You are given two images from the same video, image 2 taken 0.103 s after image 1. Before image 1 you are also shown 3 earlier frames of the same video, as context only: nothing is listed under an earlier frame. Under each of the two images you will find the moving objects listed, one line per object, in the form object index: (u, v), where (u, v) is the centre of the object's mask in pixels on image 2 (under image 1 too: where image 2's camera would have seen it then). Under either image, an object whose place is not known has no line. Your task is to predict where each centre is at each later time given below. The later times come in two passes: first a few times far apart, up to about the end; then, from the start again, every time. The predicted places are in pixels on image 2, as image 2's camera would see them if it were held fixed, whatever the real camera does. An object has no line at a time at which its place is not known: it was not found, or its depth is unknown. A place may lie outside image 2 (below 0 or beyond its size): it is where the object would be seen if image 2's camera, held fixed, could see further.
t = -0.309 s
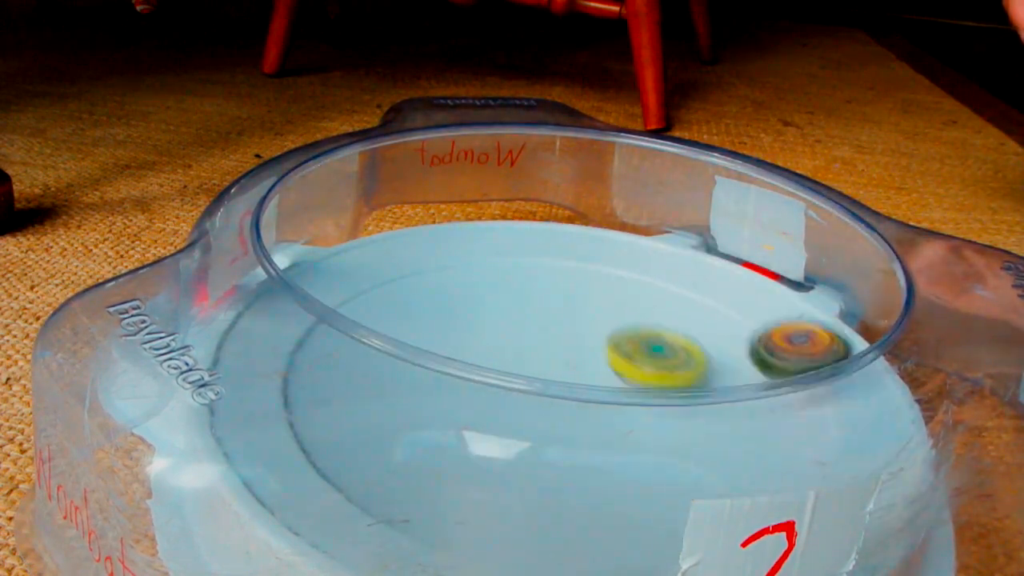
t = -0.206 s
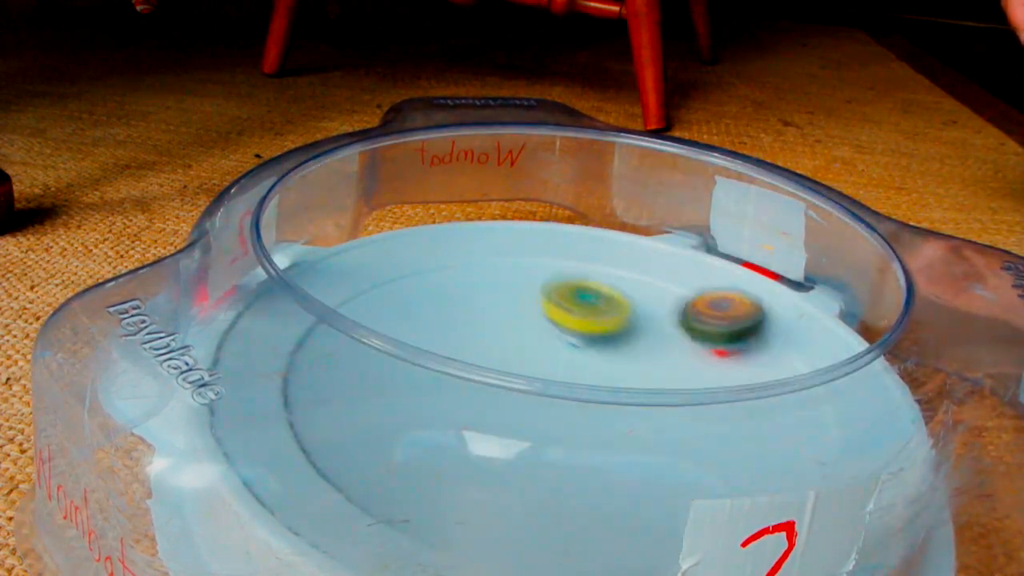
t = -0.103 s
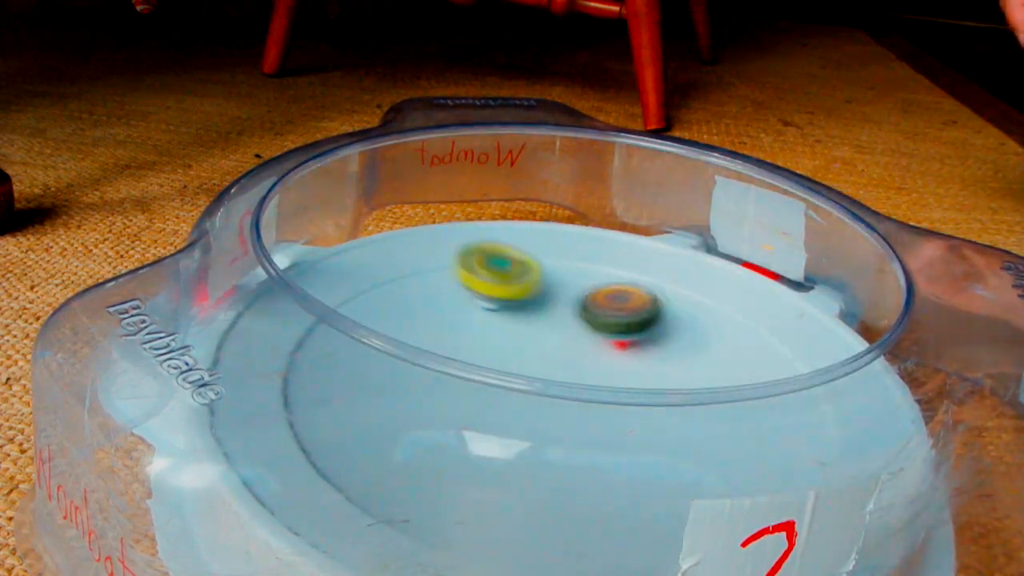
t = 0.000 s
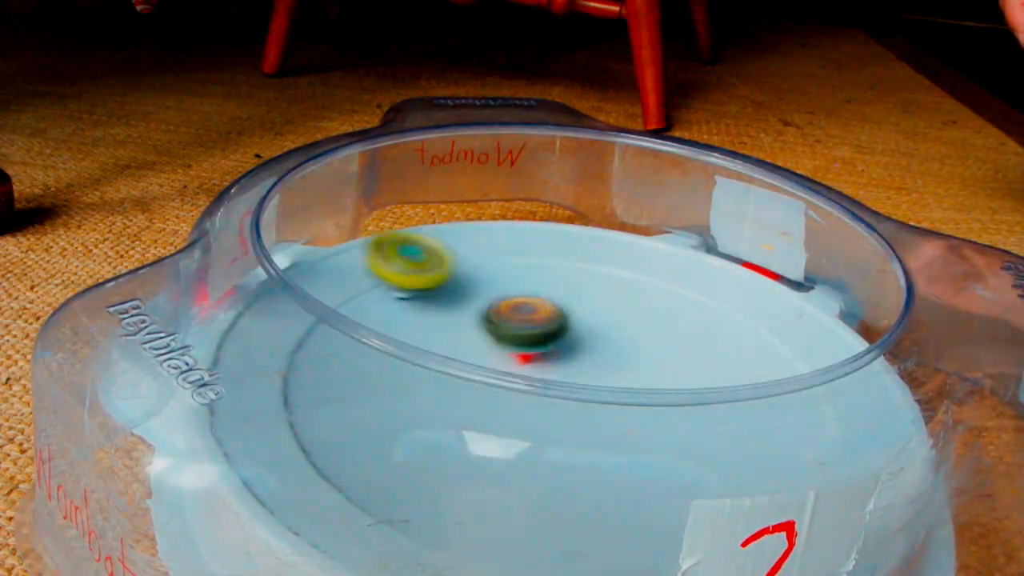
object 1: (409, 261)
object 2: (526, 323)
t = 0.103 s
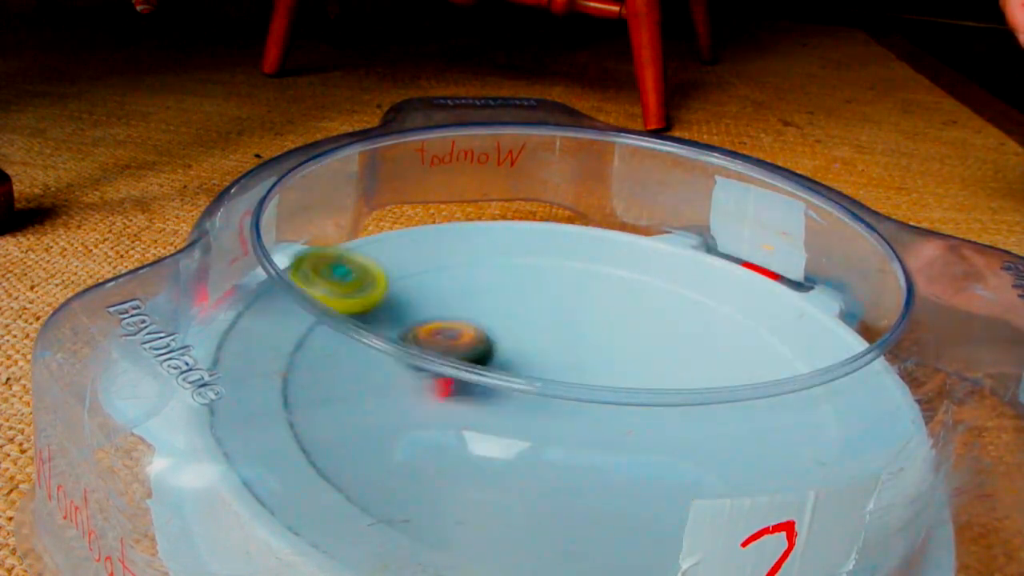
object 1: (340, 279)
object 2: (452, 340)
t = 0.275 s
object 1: (319, 354)
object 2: (431, 453)
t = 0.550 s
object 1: (611, 367)
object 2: (753, 467)
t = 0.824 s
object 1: (572, 238)
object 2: (618, 327)
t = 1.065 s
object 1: (428, 253)
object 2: (431, 354)
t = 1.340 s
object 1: (540, 346)
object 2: (483, 467)
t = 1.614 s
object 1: (705, 307)
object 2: (636, 391)
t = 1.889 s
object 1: (649, 290)
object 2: (503, 291)
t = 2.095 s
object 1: (646, 354)
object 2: (380, 299)
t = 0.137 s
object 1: (337, 288)
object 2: (421, 368)
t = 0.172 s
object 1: (318, 319)
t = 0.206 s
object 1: (311, 327)
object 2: (412, 406)
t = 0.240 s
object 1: (307, 341)
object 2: (422, 434)
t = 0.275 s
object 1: (319, 354)
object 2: (431, 453)
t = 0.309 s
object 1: (343, 372)
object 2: (457, 477)
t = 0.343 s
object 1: (373, 388)
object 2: (498, 494)
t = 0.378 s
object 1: (413, 405)
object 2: (536, 505)
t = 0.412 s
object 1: (448, 410)
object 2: (580, 515)
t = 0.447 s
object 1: (533, 419)
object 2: (652, 509)
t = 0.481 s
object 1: (563, 408)
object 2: (693, 489)
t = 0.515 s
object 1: (594, 388)
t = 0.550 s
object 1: (611, 367)
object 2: (753, 467)
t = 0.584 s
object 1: (626, 357)
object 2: (766, 456)
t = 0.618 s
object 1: (639, 324)
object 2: (757, 423)
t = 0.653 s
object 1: (639, 305)
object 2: (742, 405)
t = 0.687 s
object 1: (633, 289)
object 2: (720, 385)
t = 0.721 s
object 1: (622, 273)
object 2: (695, 363)
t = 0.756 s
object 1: (609, 258)
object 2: (671, 352)
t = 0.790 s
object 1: (591, 246)
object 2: (646, 340)
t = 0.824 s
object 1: (572, 238)
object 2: (618, 327)
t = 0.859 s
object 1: (549, 234)
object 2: (592, 319)
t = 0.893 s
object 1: (527, 234)
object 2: (562, 309)
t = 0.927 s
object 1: (504, 240)
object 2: (533, 301)
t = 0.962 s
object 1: (485, 234)
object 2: (506, 312)
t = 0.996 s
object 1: (465, 236)
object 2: (479, 329)
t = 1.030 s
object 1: (444, 247)
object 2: (455, 339)
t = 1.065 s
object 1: (428, 253)
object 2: (431, 354)
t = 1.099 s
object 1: (421, 263)
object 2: (407, 374)
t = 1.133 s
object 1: (420, 275)
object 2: (394, 385)
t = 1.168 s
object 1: (427, 290)
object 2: (390, 394)
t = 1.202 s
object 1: (439, 305)
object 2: (388, 406)
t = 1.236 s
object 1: (459, 318)
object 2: (399, 425)
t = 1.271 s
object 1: (485, 331)
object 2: (418, 445)
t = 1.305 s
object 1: (512, 339)
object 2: (439, 457)
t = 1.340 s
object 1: (540, 346)
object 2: (483, 467)
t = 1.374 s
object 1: (567, 349)
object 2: (516, 472)
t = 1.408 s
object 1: (594, 350)
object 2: (556, 475)
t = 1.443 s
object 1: (622, 349)
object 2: (584, 467)
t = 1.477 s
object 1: (645, 343)
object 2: (605, 456)
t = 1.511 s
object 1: (666, 337)
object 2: (624, 443)
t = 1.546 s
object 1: (682, 329)
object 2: (635, 432)
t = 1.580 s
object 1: (696, 318)
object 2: (640, 415)
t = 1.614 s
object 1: (705, 307)
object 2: (636, 391)
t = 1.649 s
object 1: (707, 298)
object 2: (631, 369)
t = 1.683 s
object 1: (703, 288)
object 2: (625, 357)
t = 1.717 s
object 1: (692, 283)
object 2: (614, 344)
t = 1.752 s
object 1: (675, 281)
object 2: (600, 329)
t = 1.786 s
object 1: (658, 283)
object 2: (583, 316)
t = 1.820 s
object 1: (655, 283)
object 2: (554, 308)
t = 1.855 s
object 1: (653, 285)
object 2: (528, 298)
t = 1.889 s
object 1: (649, 290)
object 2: (503, 291)
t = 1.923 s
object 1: (645, 297)
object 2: (479, 285)
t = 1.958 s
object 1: (642, 307)
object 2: (457, 282)
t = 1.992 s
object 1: (639, 318)
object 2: (434, 282)
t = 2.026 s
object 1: (640, 330)
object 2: (413, 284)
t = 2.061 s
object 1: (642, 343)
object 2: (394, 291)
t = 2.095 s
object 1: (646, 354)
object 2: (380, 299)
